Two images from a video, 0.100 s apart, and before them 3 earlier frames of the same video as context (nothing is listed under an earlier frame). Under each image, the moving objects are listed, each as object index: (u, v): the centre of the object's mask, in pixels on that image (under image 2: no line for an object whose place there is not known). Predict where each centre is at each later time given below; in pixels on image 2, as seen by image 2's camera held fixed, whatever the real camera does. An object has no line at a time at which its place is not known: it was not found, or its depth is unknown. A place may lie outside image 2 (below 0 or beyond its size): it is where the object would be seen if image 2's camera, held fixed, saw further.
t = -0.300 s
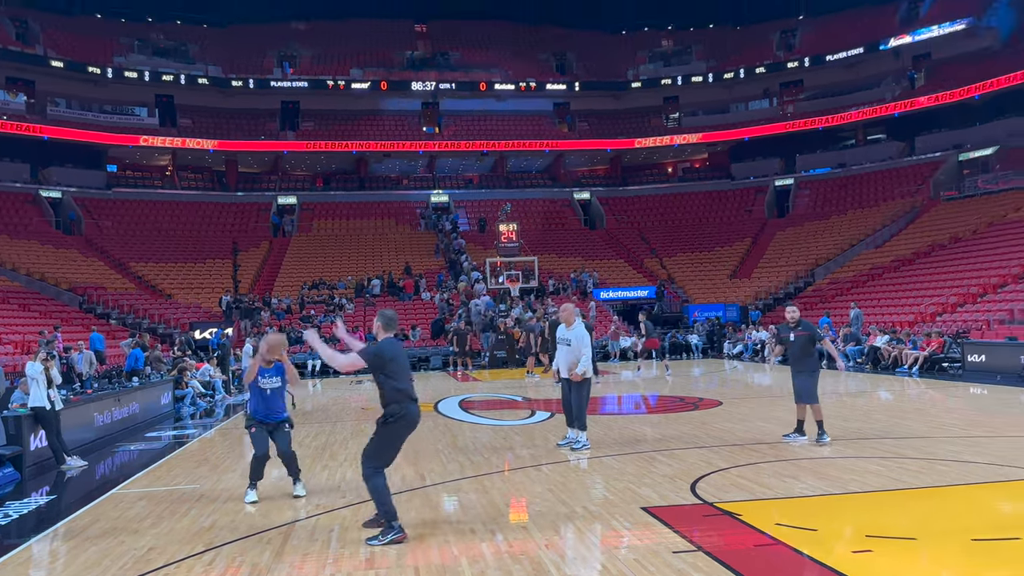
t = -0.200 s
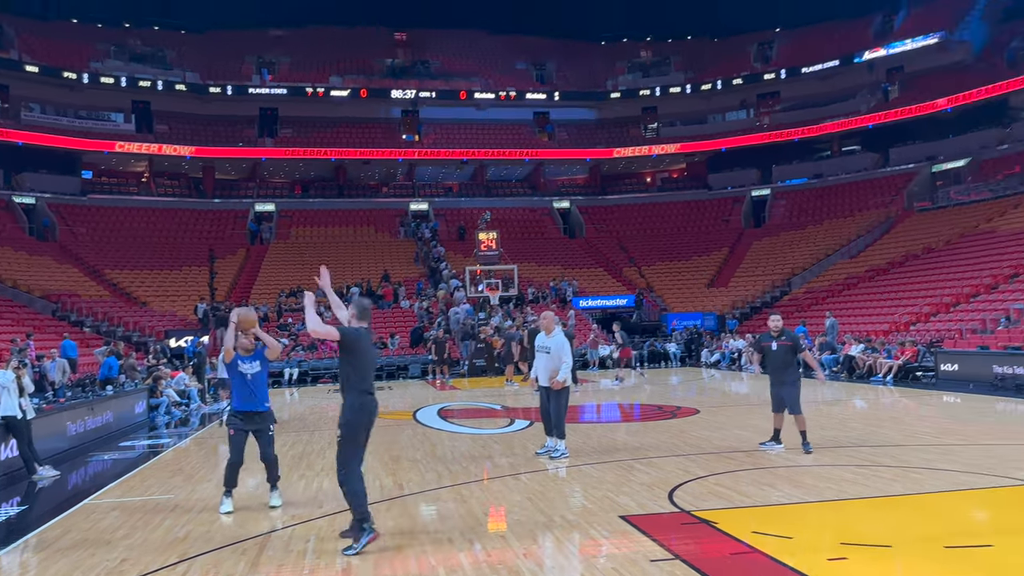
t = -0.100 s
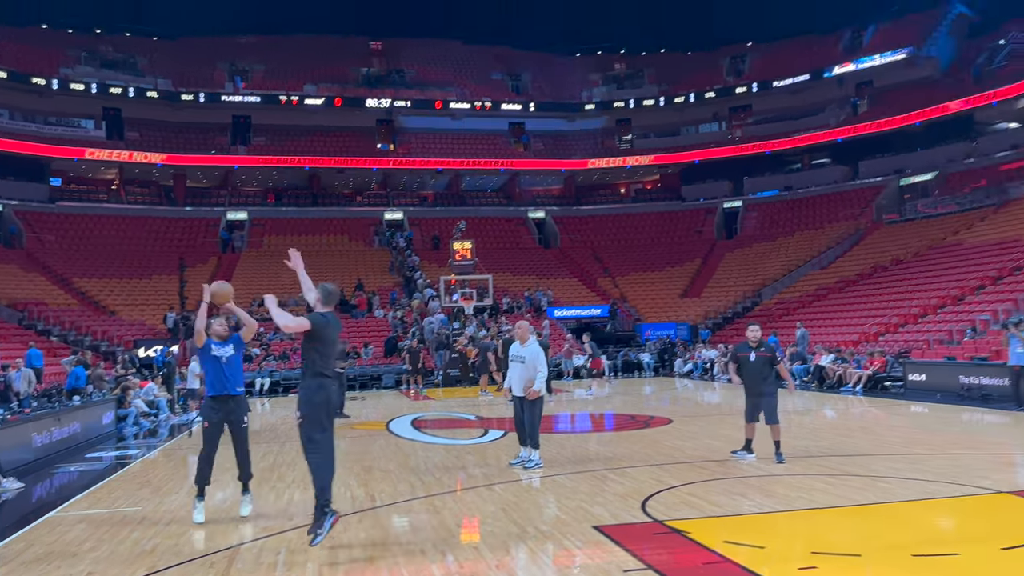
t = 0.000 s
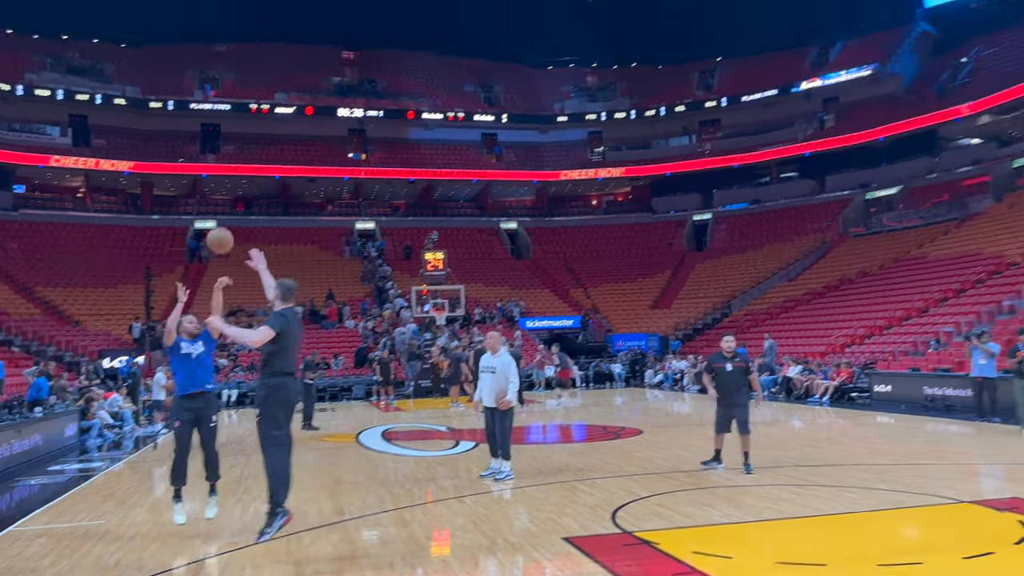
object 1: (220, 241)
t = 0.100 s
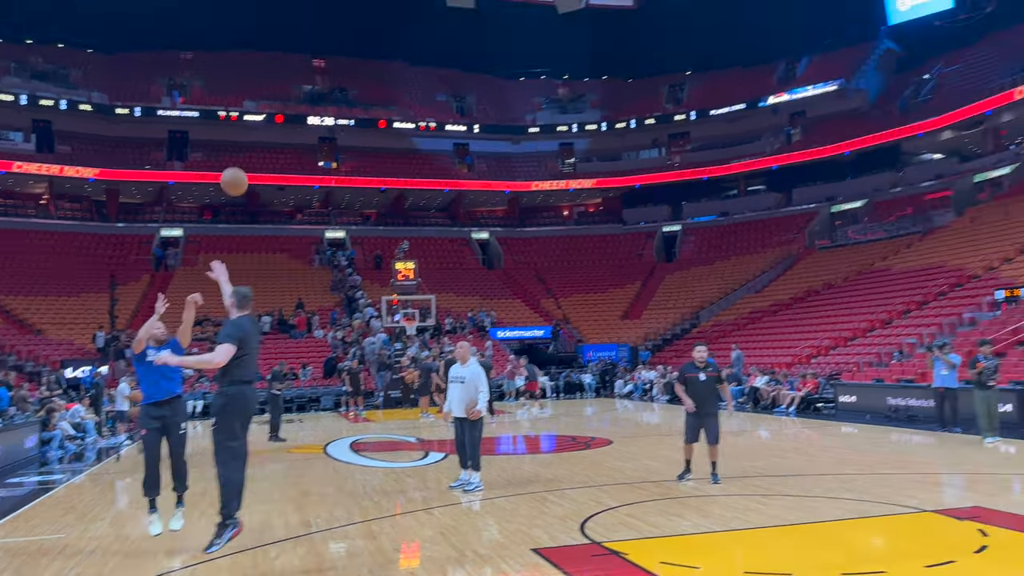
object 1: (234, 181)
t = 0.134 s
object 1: (252, 159)
